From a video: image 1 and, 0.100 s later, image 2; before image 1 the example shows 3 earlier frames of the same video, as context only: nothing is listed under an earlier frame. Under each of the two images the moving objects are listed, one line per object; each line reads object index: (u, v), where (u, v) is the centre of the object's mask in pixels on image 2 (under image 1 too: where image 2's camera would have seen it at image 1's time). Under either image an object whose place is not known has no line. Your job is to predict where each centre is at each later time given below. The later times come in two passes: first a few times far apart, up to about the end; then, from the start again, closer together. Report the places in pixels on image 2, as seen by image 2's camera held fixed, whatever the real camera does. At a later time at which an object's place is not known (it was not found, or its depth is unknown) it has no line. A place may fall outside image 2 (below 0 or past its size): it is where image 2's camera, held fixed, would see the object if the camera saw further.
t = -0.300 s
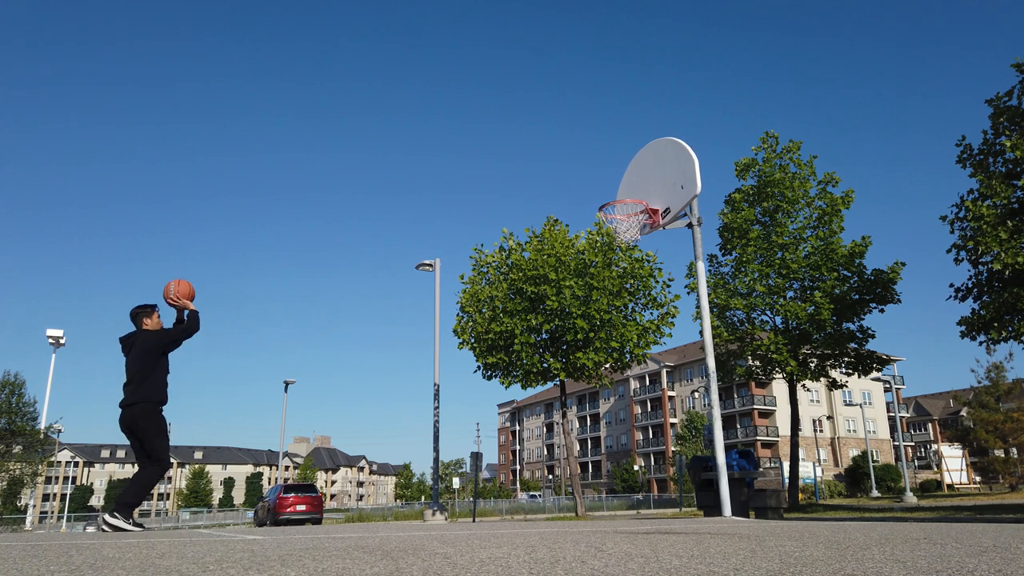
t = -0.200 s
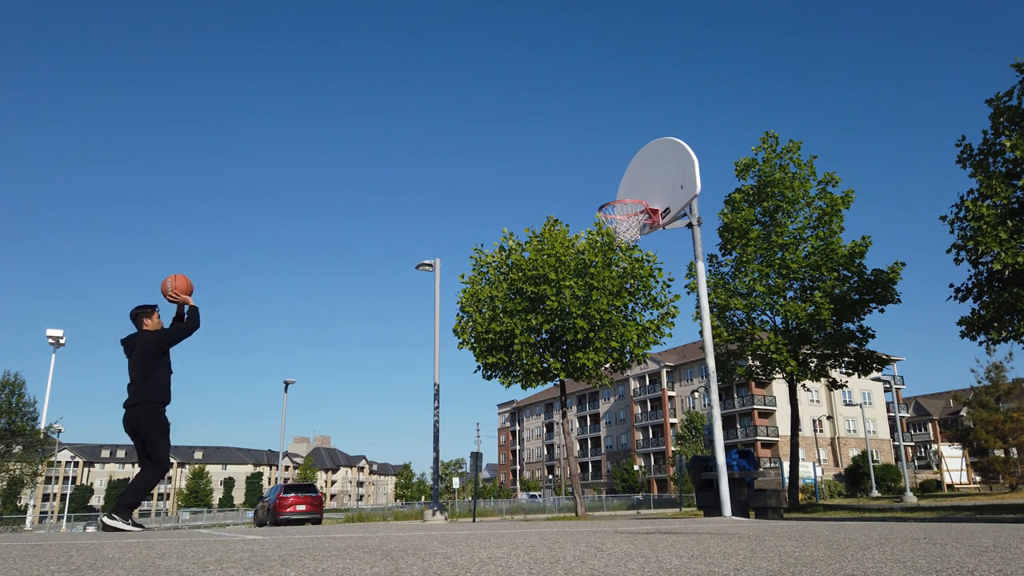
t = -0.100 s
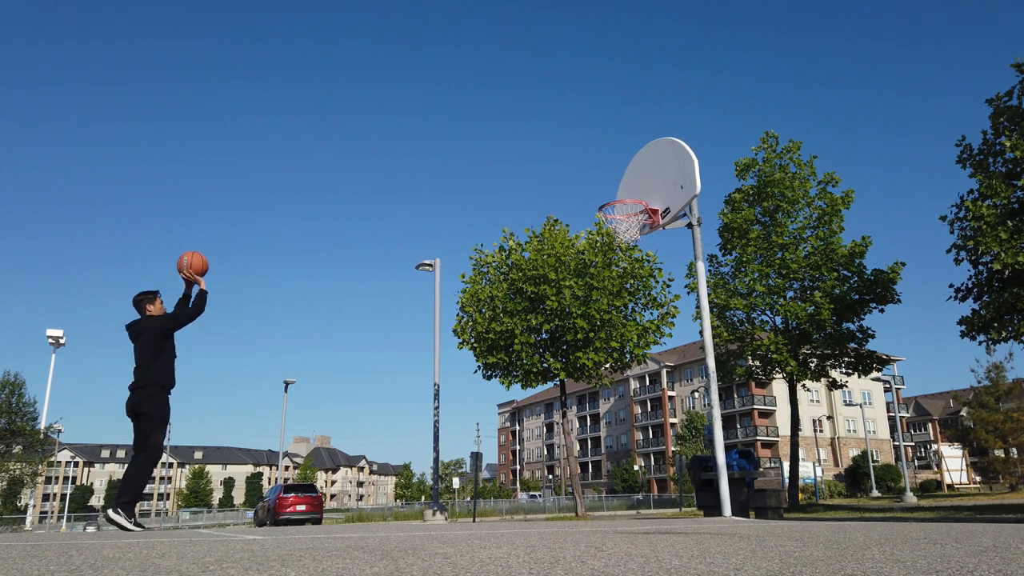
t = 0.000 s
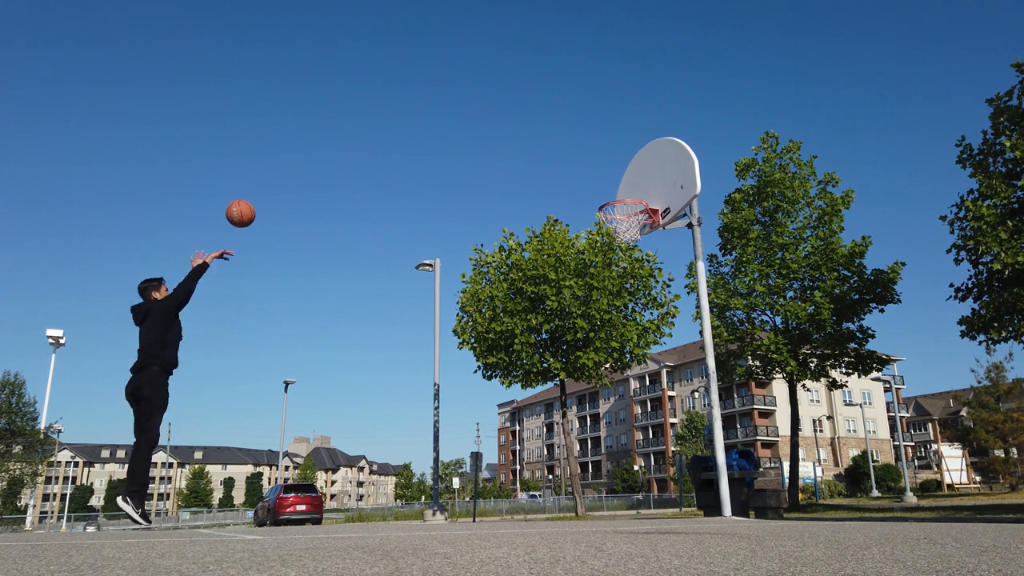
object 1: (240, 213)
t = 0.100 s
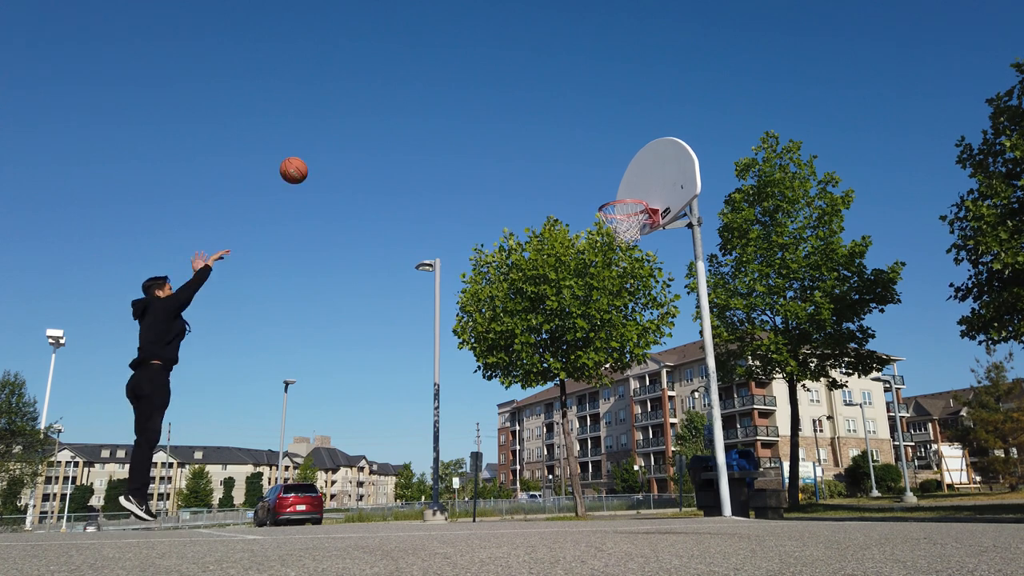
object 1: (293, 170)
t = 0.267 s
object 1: (373, 125)
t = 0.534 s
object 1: (487, 112)
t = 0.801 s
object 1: (592, 162)
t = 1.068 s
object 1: (631, 188)
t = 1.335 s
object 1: (656, 178)
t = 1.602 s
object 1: (641, 248)
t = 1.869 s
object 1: (631, 421)
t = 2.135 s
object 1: (605, 373)
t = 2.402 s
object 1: (577, 251)
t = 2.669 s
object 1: (552, 215)
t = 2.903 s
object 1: (532, 259)
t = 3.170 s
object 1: (507, 424)
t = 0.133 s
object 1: (310, 159)
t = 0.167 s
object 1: (327, 148)
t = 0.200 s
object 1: (343, 139)
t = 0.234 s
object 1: (358, 132)
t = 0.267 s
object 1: (373, 125)
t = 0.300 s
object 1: (389, 120)
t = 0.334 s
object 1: (403, 115)
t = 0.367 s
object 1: (418, 112)
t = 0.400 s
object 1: (432, 110)
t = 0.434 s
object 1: (446, 109)
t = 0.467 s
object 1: (460, 109)
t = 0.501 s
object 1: (473, 110)
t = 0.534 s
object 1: (487, 112)
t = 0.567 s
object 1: (501, 114)
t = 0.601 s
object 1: (514, 118)
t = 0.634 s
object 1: (527, 123)
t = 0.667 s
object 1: (540, 129)
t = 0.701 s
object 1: (553, 136)
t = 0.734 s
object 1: (566, 144)
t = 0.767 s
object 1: (579, 152)
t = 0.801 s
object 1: (592, 162)
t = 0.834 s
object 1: (605, 173)
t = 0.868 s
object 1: (618, 184)
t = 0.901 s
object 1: (631, 195)
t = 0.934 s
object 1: (631, 204)
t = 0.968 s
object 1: (616, 205)
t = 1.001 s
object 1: (613, 202)
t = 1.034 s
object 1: (622, 192)
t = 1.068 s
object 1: (631, 188)
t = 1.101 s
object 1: (640, 183)
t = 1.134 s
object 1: (649, 178)
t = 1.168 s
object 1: (658, 175)
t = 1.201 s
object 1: (664, 173)
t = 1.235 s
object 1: (662, 173)
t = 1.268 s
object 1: (660, 174)
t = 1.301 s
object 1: (658, 175)
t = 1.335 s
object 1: (656, 178)
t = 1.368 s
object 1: (654, 183)
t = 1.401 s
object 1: (652, 188)
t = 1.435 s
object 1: (650, 195)
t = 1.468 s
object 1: (648, 203)
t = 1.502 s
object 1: (646, 212)
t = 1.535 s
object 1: (645, 222)
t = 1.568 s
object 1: (643, 234)
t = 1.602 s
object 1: (641, 248)
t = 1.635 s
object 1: (640, 263)
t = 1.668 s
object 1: (638, 280)
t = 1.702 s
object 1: (637, 298)
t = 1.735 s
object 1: (636, 318)
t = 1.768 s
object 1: (635, 341)
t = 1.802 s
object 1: (633, 364)
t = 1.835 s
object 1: (632, 391)
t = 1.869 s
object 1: (631, 421)
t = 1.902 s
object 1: (630, 452)
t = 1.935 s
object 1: (629, 487)
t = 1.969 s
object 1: (626, 500)
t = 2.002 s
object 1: (622, 471)
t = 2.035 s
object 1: (617, 444)
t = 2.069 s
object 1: (613, 418)
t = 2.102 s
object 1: (609, 395)
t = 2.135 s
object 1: (605, 373)
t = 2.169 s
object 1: (601, 352)
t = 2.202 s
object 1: (597, 334)
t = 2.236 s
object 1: (594, 317)
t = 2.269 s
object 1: (591, 301)
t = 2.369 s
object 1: (580, 261)
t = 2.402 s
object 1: (577, 251)
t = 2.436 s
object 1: (574, 241)
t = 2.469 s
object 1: (571, 234)
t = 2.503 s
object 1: (568, 227)
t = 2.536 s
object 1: (565, 222)
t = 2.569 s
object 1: (561, 218)
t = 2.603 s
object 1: (558, 216)
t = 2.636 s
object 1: (555, 214)
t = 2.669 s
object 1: (552, 215)
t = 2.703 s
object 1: (550, 216)
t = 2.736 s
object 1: (546, 219)
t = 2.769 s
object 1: (543, 224)
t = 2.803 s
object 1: (541, 230)
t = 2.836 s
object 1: (537, 238)
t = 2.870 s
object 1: (535, 248)
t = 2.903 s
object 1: (532, 259)
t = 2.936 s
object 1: (529, 273)
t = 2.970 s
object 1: (526, 288)
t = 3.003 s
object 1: (523, 304)
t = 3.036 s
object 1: (520, 324)
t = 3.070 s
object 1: (517, 345)
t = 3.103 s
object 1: (514, 369)
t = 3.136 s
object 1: (510, 395)
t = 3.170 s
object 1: (507, 424)
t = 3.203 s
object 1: (504, 457)
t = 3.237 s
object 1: (501, 492)
